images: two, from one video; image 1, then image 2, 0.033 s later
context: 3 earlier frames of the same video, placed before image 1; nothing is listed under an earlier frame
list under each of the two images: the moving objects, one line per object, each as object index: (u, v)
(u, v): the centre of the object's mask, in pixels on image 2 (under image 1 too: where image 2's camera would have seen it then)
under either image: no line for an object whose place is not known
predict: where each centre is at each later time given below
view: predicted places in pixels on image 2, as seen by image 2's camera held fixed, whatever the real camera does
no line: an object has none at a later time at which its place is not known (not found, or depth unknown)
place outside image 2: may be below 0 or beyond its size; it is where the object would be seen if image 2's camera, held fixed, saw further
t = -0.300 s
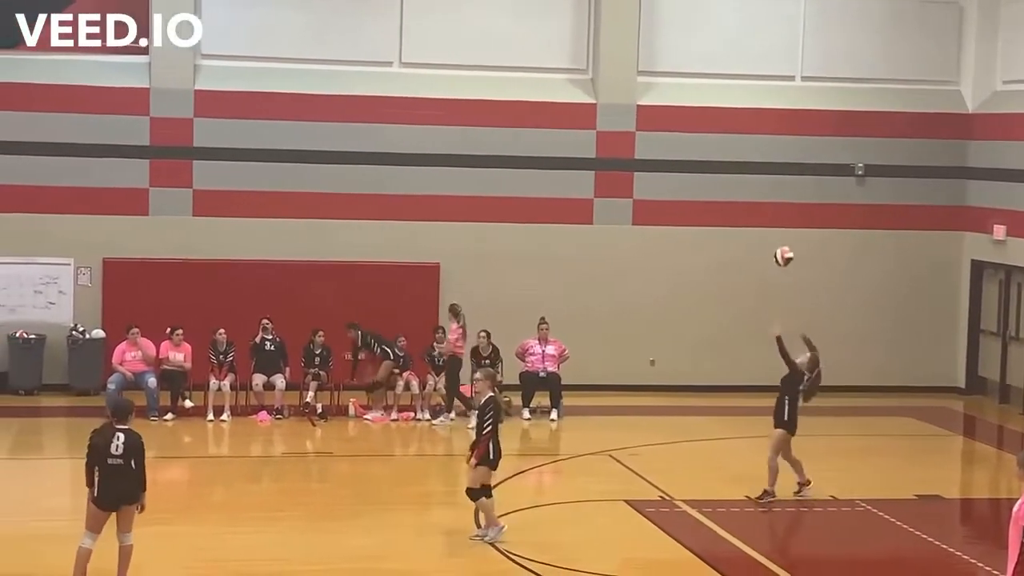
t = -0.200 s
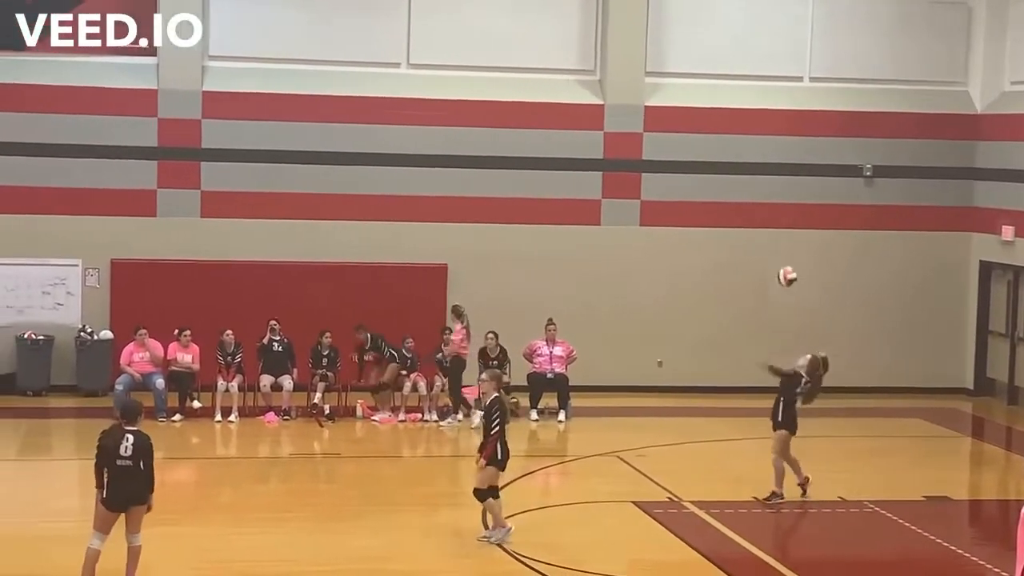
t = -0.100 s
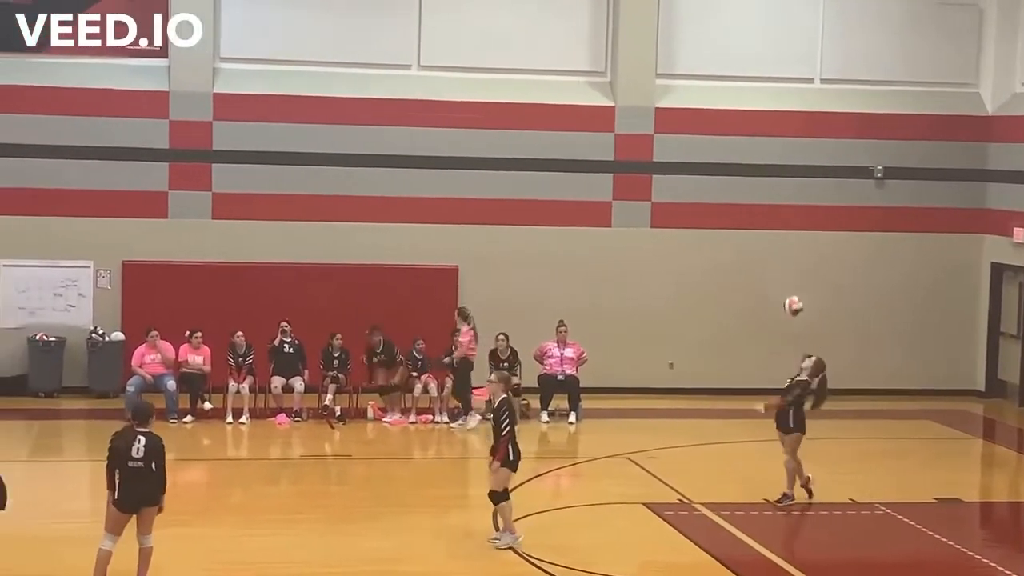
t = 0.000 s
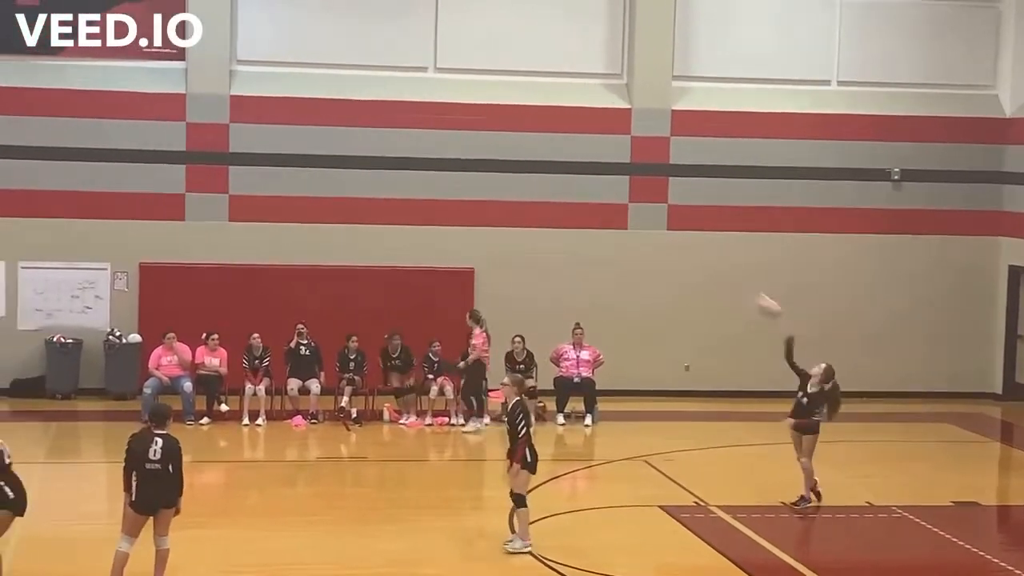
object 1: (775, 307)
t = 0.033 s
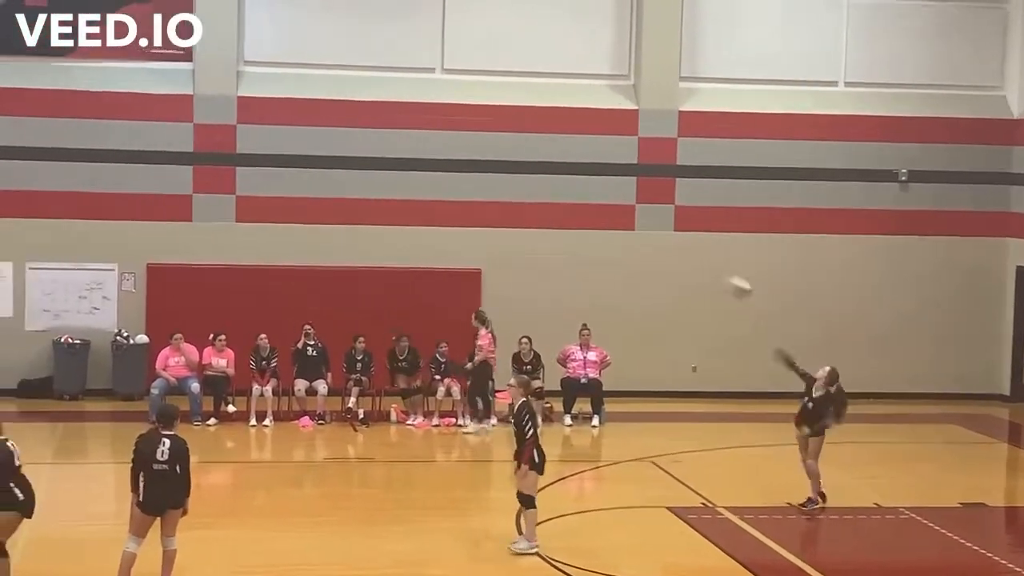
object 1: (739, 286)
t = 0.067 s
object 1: (702, 267)
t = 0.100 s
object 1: (667, 249)
